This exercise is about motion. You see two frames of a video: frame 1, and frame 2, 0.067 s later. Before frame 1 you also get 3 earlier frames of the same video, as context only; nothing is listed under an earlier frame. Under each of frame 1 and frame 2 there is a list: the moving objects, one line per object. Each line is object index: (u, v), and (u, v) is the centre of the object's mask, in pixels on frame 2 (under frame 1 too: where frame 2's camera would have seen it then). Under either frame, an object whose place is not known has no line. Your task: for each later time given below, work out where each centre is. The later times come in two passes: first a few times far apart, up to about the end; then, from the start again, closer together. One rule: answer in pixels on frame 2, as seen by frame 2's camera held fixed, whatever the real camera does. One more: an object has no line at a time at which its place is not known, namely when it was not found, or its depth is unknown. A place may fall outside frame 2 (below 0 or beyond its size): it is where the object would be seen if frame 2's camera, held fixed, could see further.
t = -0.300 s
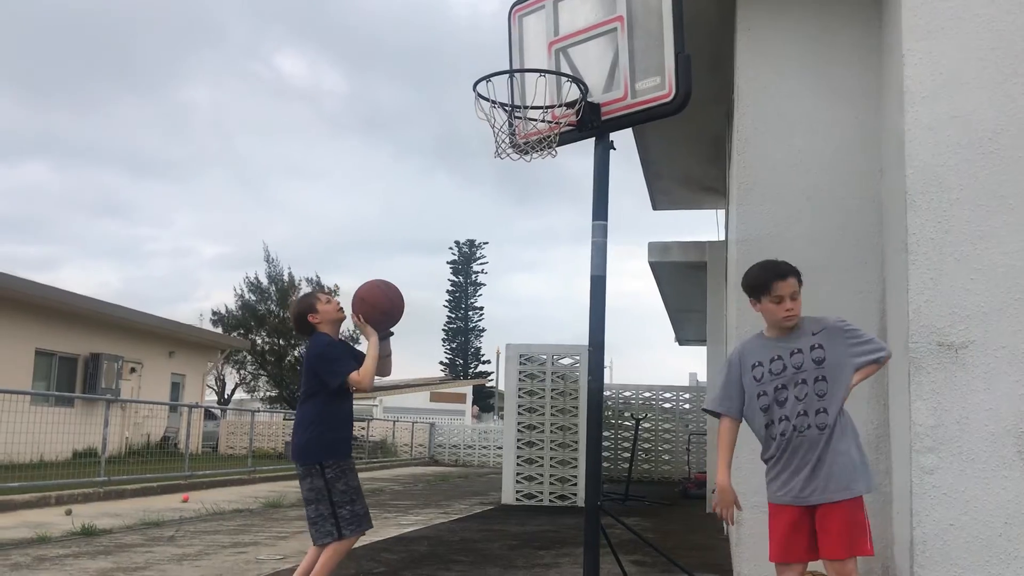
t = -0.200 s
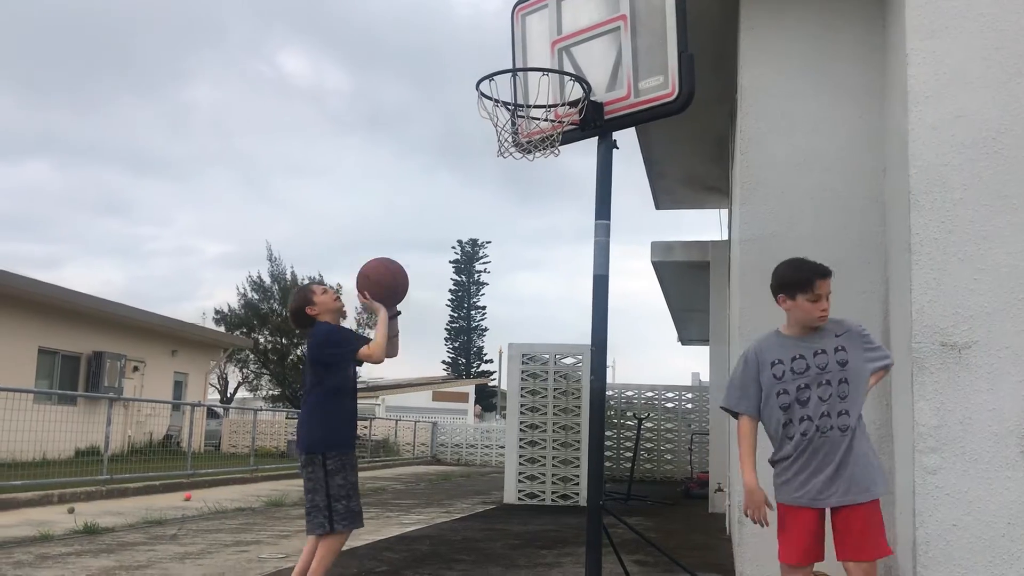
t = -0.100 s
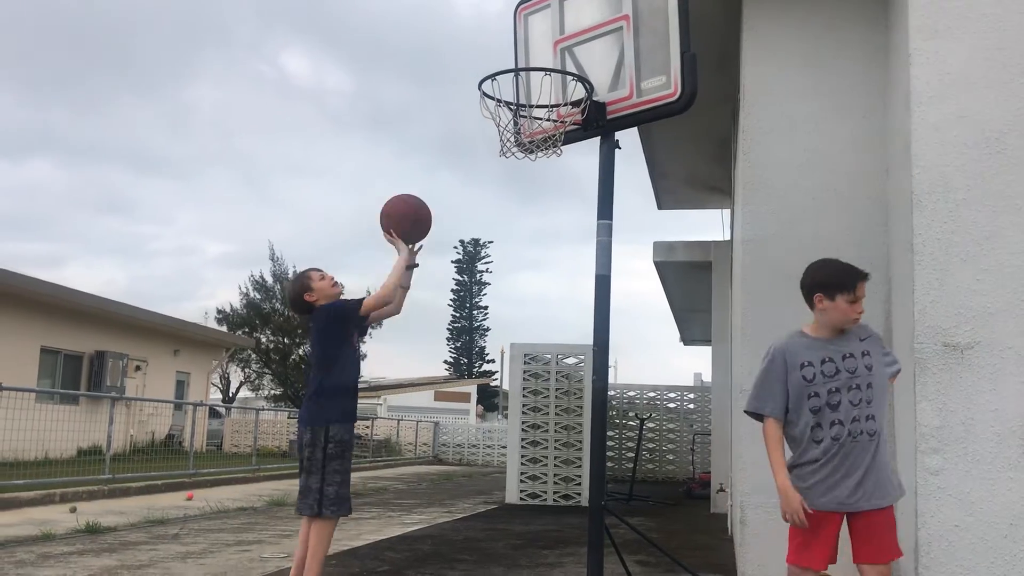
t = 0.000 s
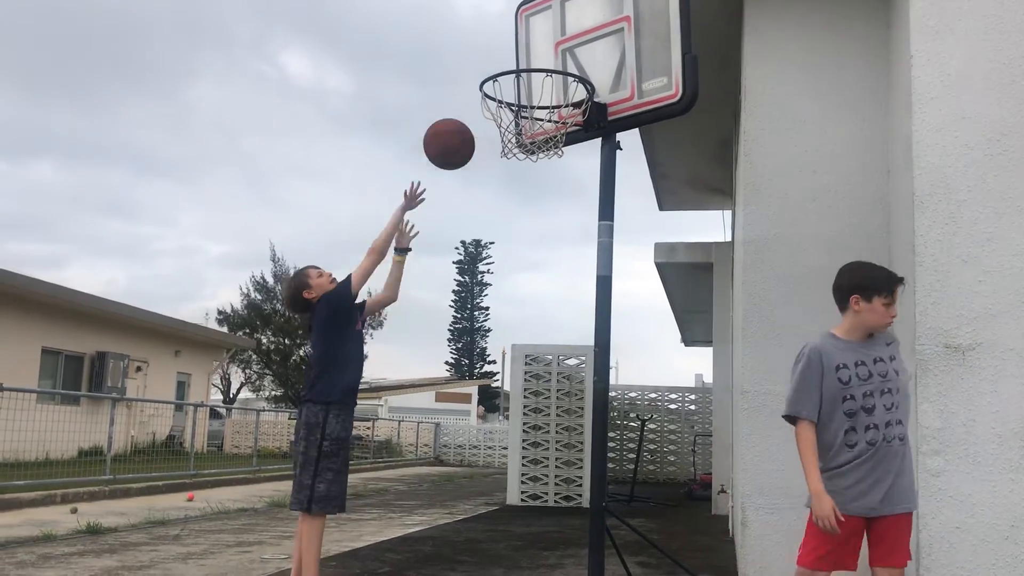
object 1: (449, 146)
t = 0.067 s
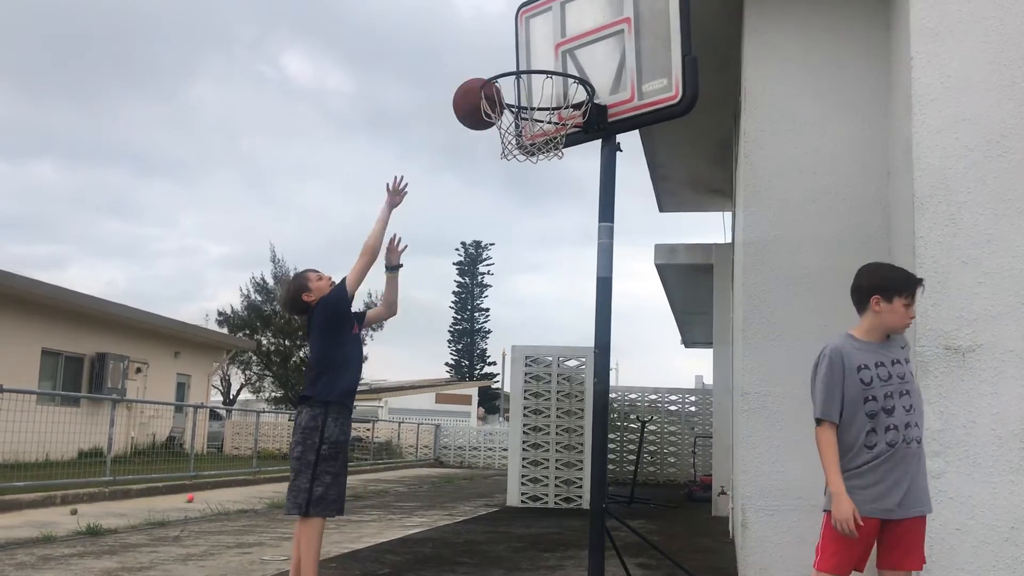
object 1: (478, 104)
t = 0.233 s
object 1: (524, 44)
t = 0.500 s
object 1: (520, 76)
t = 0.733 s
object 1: (559, 194)
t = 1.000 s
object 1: (556, 372)
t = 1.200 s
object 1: (520, 572)
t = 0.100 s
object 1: (493, 86)
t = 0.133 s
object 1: (508, 72)
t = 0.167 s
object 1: (522, 58)
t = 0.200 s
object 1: (524, 49)
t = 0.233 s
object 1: (524, 44)
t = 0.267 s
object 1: (524, 40)
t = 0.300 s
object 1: (523, 38)
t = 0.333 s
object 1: (523, 38)
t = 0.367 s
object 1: (523, 41)
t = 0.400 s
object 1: (522, 45)
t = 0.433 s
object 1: (522, 52)
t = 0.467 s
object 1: (521, 63)
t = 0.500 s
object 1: (520, 76)
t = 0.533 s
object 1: (525, 91)
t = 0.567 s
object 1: (532, 109)
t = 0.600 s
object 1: (539, 128)
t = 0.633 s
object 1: (546, 149)
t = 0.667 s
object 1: (551, 166)
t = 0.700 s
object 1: (555, 178)
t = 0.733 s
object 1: (559, 194)
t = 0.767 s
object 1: (563, 213)
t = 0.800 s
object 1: (566, 234)
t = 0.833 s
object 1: (570, 257)
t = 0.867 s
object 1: (573, 282)
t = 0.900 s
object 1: (574, 307)
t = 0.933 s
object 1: (568, 325)
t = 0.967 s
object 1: (562, 347)
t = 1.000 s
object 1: (556, 372)
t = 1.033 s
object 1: (550, 400)
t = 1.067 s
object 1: (544, 430)
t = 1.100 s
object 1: (538, 464)
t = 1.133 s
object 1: (532, 501)
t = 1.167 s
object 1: (526, 541)
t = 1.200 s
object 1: (520, 572)
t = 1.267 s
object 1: (503, 578)
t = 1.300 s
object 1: (493, 558)
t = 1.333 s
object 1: (484, 529)
